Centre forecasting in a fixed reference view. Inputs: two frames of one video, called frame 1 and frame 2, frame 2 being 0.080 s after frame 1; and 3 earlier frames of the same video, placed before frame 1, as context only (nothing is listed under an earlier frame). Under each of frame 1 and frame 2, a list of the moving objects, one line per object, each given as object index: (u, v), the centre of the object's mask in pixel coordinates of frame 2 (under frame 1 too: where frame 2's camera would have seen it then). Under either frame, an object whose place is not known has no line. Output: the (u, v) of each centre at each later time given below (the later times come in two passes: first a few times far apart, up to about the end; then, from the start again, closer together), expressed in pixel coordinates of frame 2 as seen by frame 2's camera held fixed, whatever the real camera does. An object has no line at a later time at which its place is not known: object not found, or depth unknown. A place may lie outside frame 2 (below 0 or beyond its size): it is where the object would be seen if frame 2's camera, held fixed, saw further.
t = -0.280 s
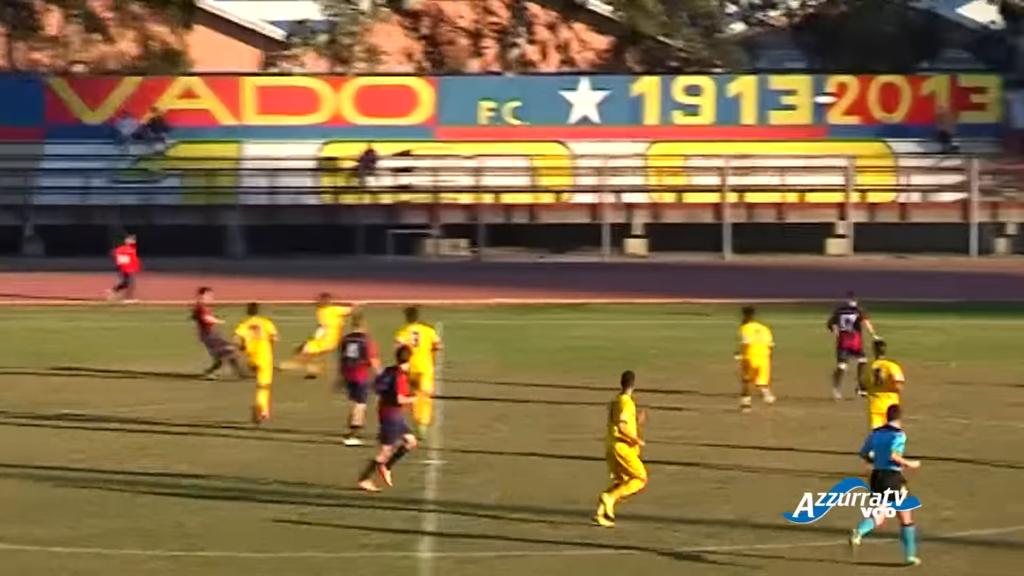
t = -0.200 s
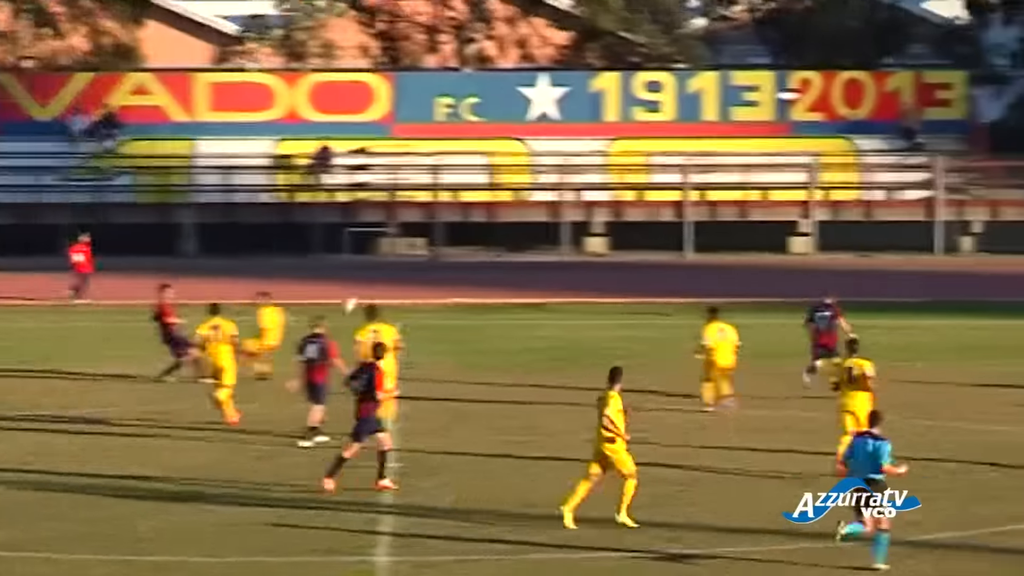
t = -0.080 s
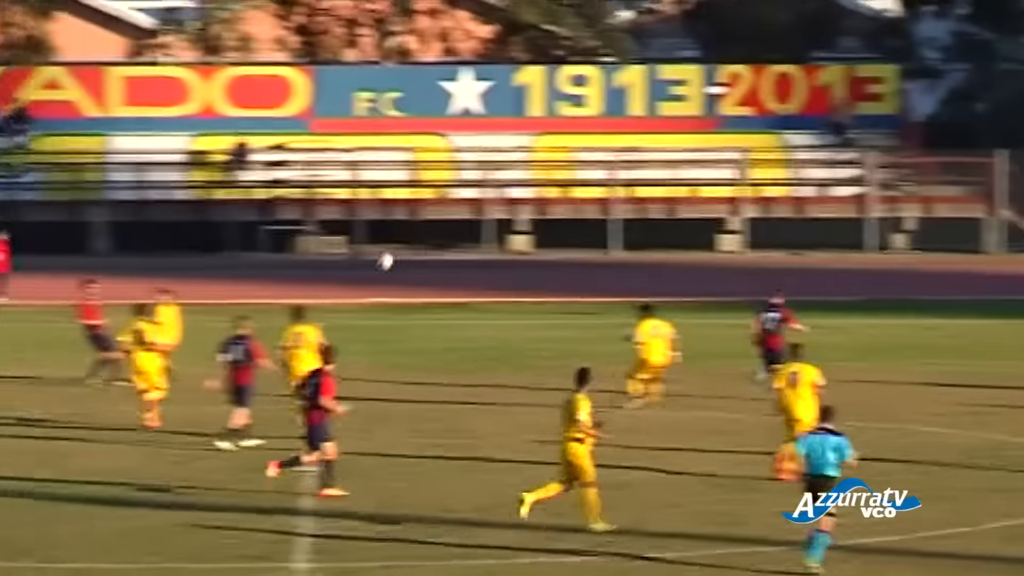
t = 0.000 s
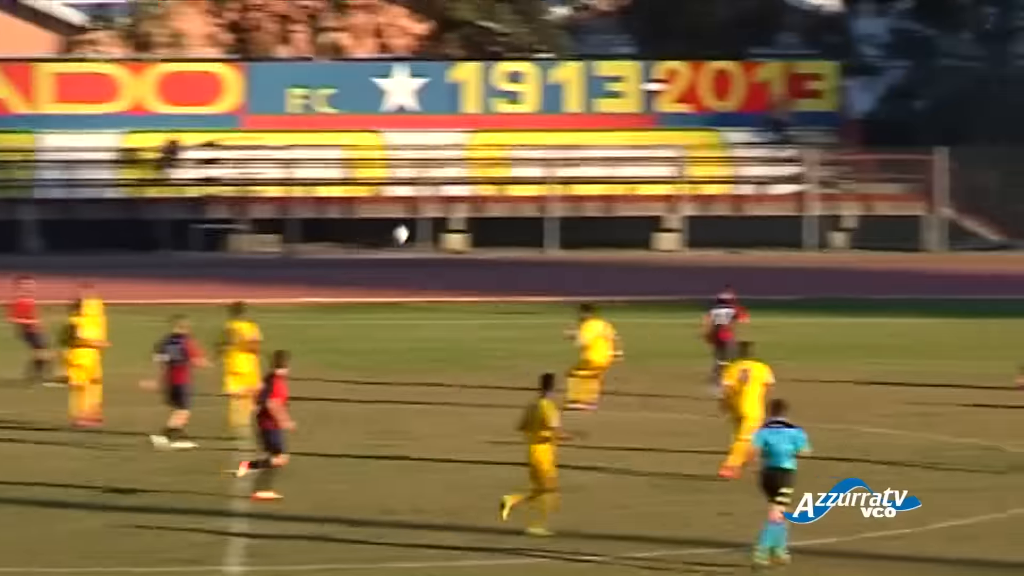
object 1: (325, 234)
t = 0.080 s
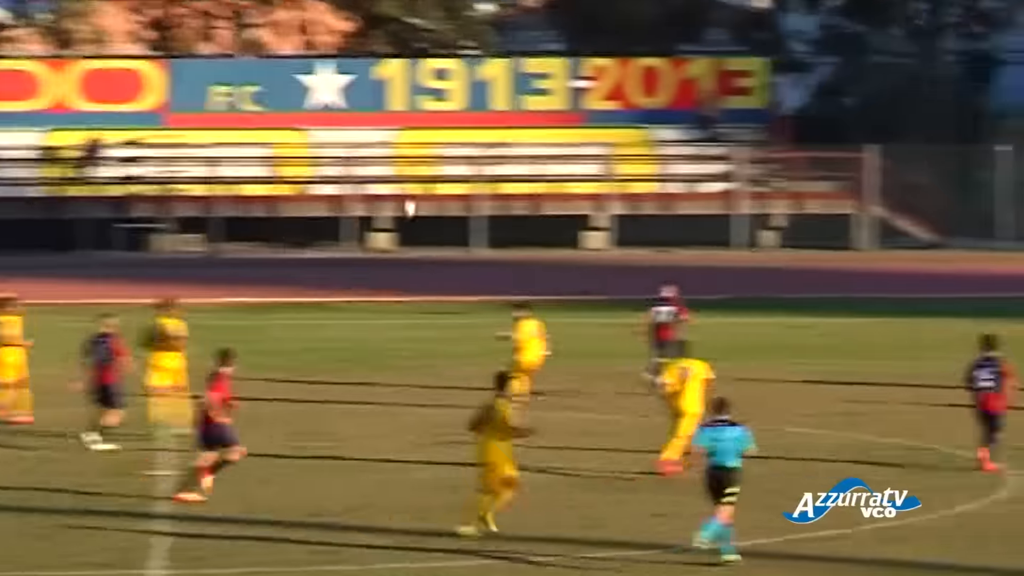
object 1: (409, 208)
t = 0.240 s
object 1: (574, 164)
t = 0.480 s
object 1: (833, 114)
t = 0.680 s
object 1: (1067, 86)
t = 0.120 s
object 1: (449, 197)
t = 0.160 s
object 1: (490, 185)
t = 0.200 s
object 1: (531, 174)
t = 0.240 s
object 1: (574, 164)
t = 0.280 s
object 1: (617, 153)
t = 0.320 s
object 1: (658, 144)
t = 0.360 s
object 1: (703, 136)
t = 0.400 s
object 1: (746, 128)
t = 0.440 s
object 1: (789, 120)
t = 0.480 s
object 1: (833, 114)
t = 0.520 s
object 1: (878, 107)
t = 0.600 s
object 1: (970, 95)
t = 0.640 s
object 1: (1018, 90)
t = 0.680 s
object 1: (1067, 86)
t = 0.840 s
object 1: (1262, 76)
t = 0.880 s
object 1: (1315, 75)
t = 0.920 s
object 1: (1369, 75)
